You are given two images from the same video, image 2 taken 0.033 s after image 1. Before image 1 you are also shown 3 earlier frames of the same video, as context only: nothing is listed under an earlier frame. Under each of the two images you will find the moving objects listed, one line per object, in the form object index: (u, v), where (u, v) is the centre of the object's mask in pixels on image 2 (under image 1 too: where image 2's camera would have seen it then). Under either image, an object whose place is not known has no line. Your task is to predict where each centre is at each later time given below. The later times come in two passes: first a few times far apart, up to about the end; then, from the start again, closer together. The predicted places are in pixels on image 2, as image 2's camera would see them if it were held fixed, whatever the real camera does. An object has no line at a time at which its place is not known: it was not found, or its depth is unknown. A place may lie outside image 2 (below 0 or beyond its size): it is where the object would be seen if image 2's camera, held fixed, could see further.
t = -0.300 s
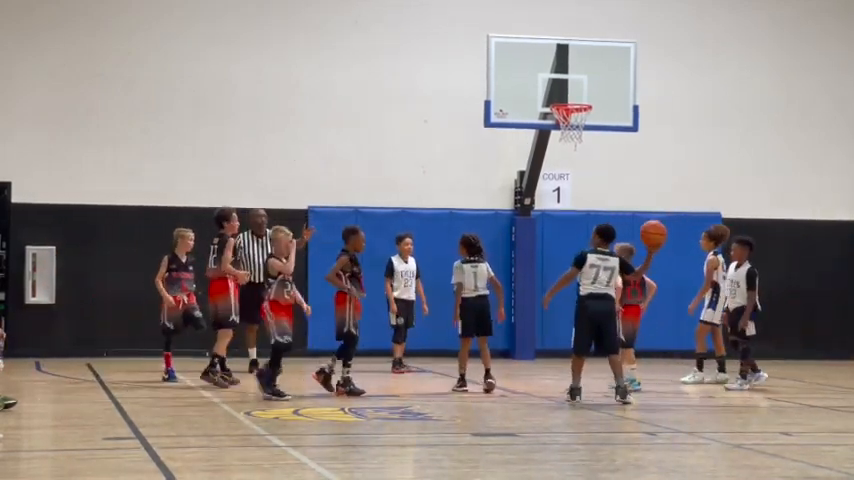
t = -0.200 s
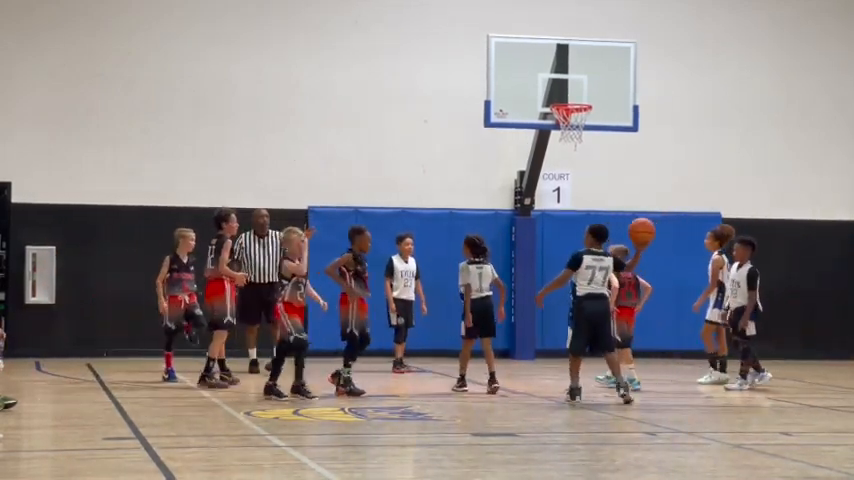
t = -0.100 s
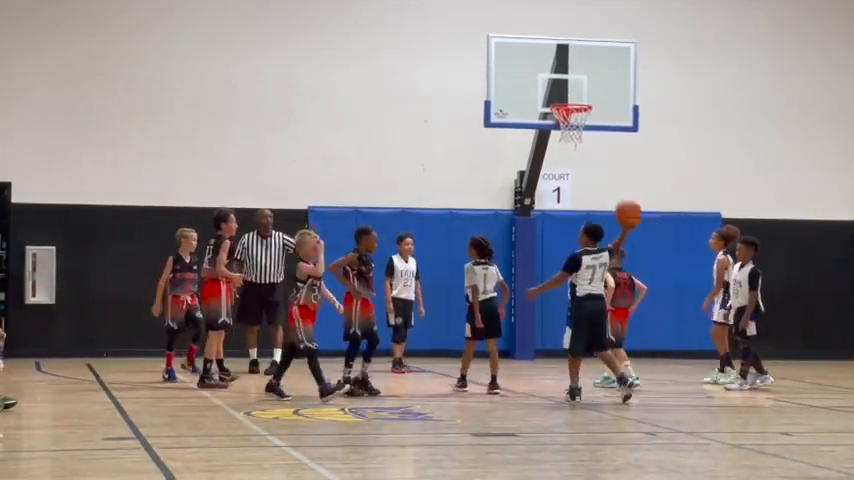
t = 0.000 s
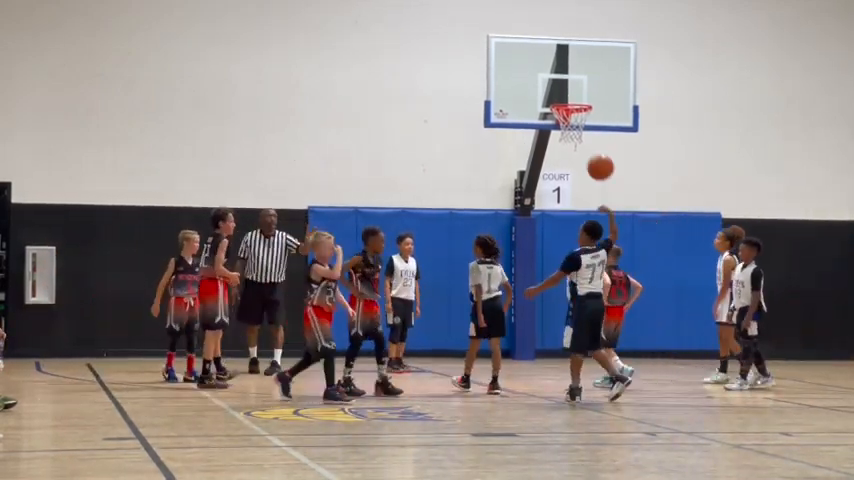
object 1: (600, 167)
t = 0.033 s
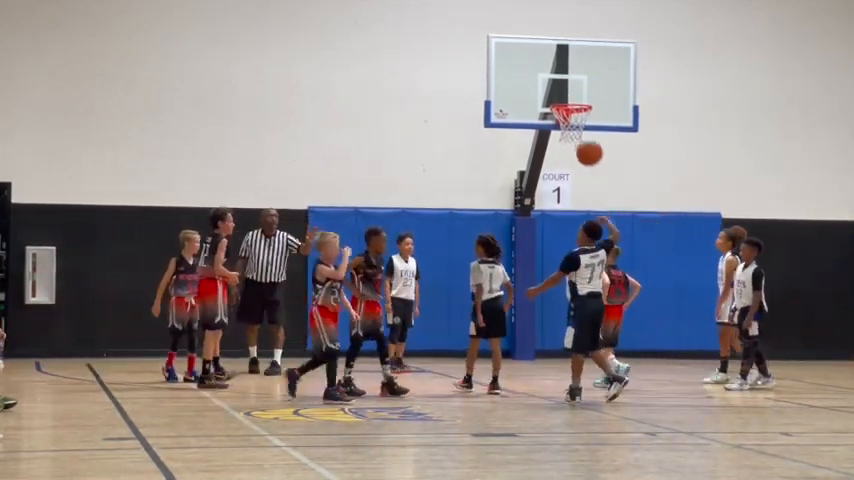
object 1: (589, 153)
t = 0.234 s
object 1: (524, 93)
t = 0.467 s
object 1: (453, 79)
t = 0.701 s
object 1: (387, 121)
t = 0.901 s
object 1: (333, 197)
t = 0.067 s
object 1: (578, 139)
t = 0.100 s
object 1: (568, 129)
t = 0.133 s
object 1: (557, 116)
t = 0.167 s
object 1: (546, 107)
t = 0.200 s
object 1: (534, 100)
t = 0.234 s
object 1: (524, 93)
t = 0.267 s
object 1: (514, 88)
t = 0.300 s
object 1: (504, 83)
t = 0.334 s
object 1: (493, 80)
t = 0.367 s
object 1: (483, 78)
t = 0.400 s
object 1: (473, 77)
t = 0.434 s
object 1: (463, 77)
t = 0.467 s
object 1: (453, 79)
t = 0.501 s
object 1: (444, 82)
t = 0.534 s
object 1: (434, 86)
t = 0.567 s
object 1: (425, 91)
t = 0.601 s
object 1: (415, 97)
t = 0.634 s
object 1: (406, 104)
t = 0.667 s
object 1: (396, 112)
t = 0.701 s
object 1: (387, 121)
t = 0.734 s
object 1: (378, 132)
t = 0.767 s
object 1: (369, 143)
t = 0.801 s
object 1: (360, 155)
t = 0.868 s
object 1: (342, 182)
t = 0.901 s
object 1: (333, 197)
